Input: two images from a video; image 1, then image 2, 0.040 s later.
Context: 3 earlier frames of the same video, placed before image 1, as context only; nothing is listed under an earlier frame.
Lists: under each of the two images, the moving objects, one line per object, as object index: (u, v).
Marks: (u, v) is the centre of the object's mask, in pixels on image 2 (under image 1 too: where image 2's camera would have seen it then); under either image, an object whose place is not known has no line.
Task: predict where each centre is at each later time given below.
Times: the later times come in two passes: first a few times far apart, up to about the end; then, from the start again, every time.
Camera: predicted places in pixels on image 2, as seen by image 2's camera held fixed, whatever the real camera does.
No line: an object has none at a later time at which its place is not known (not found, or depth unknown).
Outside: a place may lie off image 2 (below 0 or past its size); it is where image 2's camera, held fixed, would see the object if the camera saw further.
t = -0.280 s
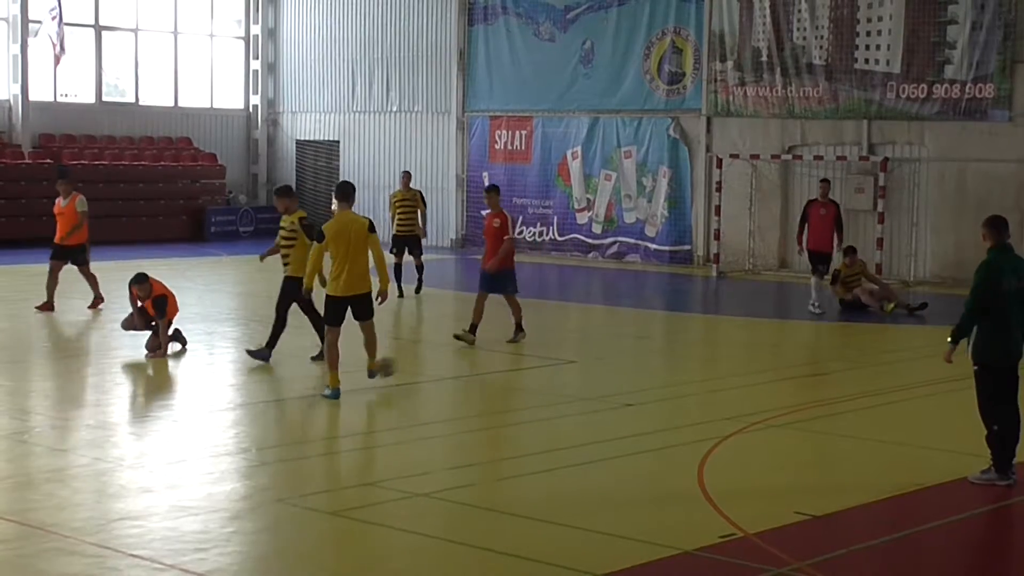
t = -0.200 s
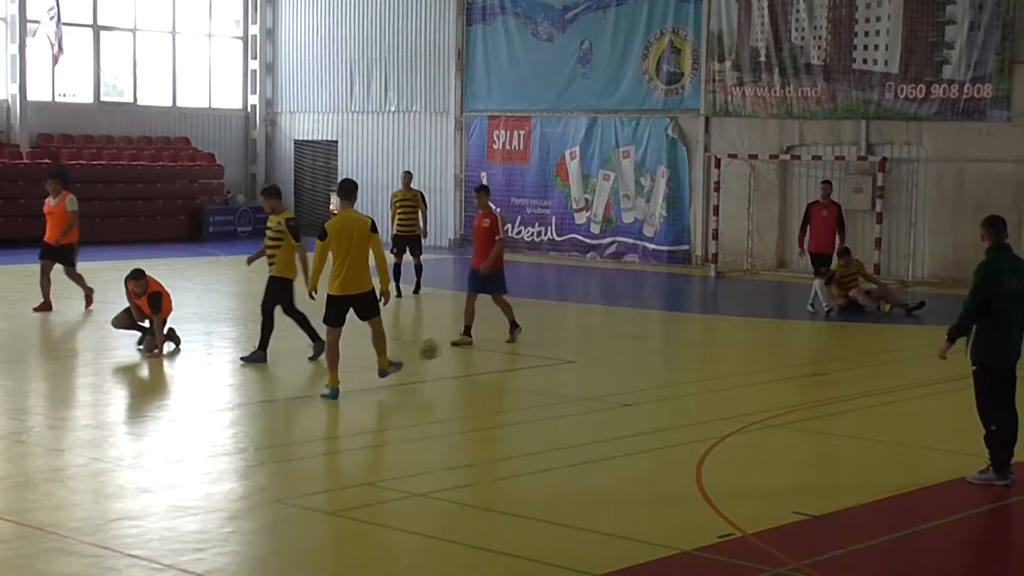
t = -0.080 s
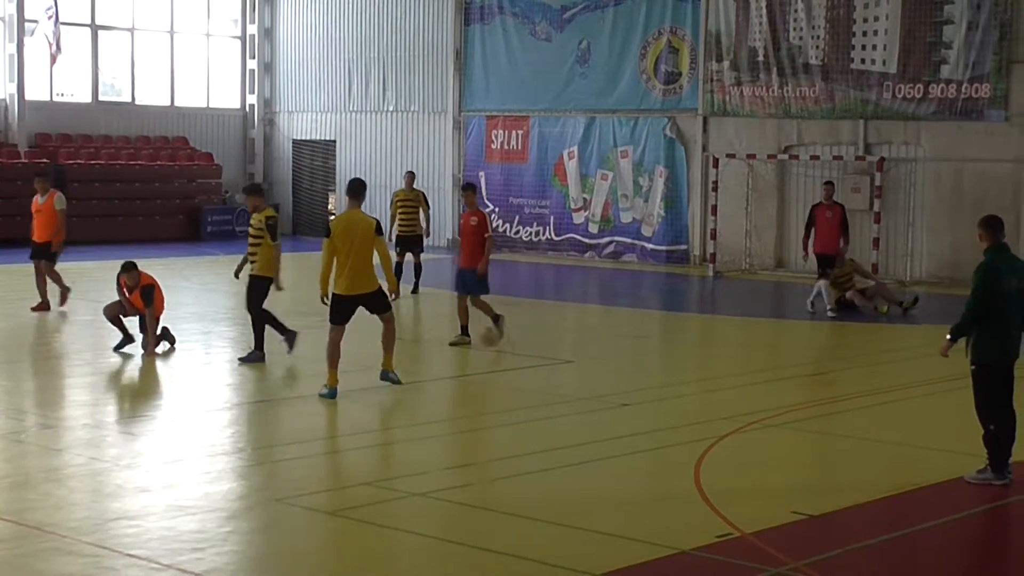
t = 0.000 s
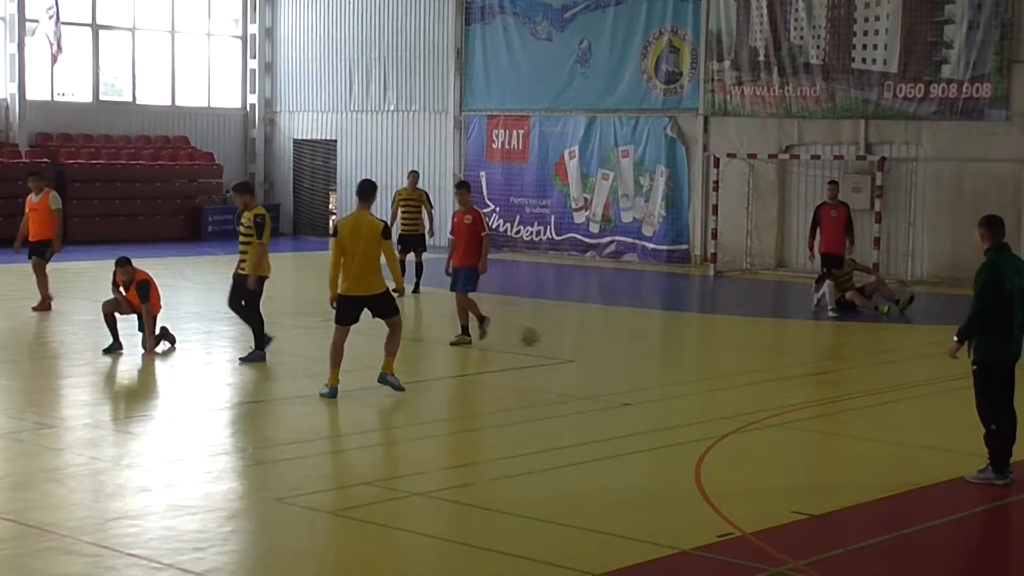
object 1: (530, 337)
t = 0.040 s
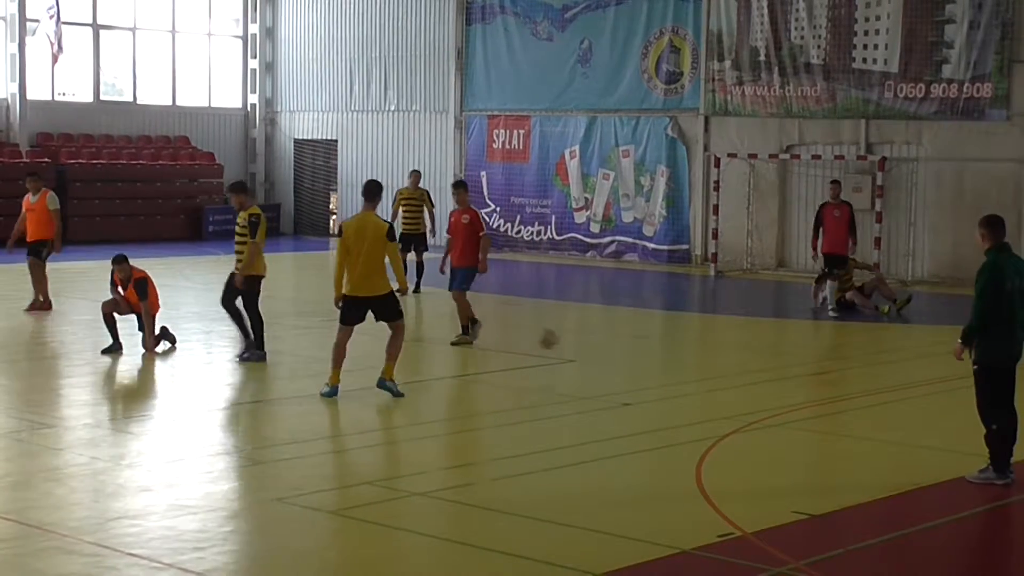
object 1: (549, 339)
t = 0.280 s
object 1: (635, 340)
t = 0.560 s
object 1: (711, 339)
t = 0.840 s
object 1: (778, 334)
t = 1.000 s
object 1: (813, 331)
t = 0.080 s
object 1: (567, 343)
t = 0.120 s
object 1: (583, 350)
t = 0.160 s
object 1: (598, 348)
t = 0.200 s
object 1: (611, 344)
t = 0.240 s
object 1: (623, 341)
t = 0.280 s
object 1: (635, 340)
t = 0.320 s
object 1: (646, 339)
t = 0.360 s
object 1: (658, 342)
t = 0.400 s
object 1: (669, 346)
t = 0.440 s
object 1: (680, 341)
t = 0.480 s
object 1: (691, 339)
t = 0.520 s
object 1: (701, 338)
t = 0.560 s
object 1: (711, 339)
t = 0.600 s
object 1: (721, 338)
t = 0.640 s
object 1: (730, 335)
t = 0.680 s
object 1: (740, 335)
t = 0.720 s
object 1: (749, 336)
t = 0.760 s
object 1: (759, 335)
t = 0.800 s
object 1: (770, 334)
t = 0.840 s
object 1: (778, 334)
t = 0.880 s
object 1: (788, 334)
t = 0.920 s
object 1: (797, 333)
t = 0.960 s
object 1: (805, 331)
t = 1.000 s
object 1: (813, 331)
